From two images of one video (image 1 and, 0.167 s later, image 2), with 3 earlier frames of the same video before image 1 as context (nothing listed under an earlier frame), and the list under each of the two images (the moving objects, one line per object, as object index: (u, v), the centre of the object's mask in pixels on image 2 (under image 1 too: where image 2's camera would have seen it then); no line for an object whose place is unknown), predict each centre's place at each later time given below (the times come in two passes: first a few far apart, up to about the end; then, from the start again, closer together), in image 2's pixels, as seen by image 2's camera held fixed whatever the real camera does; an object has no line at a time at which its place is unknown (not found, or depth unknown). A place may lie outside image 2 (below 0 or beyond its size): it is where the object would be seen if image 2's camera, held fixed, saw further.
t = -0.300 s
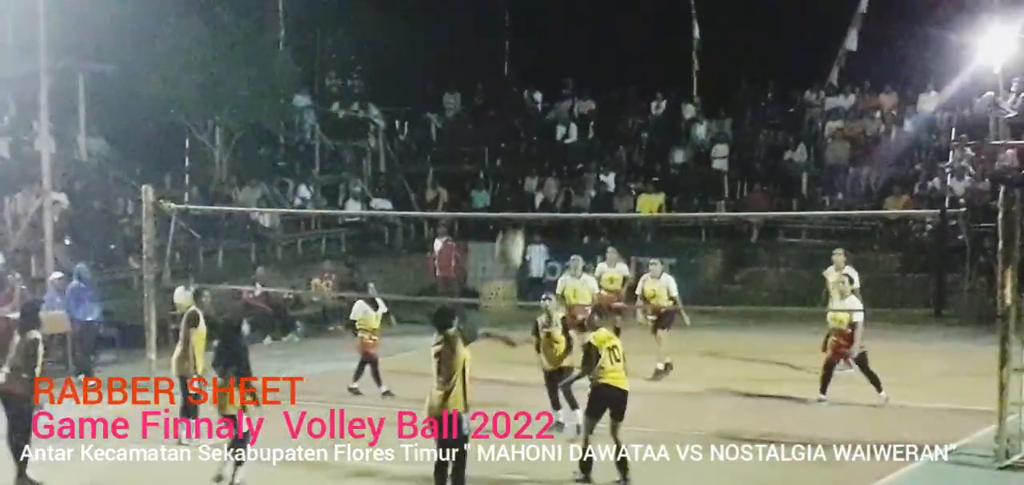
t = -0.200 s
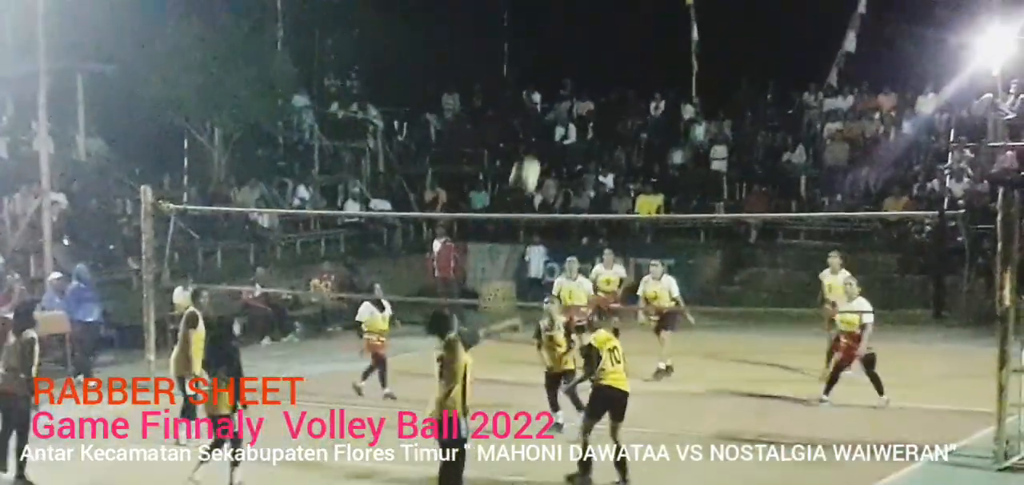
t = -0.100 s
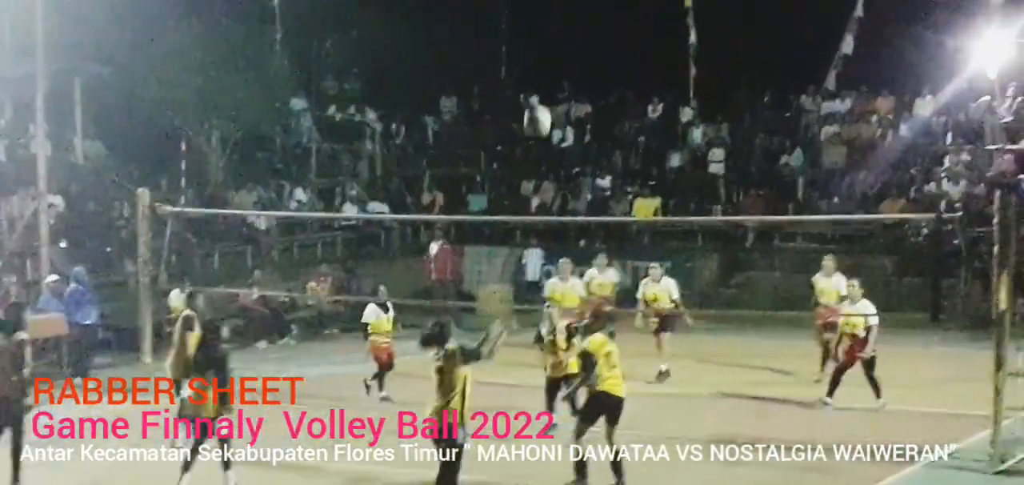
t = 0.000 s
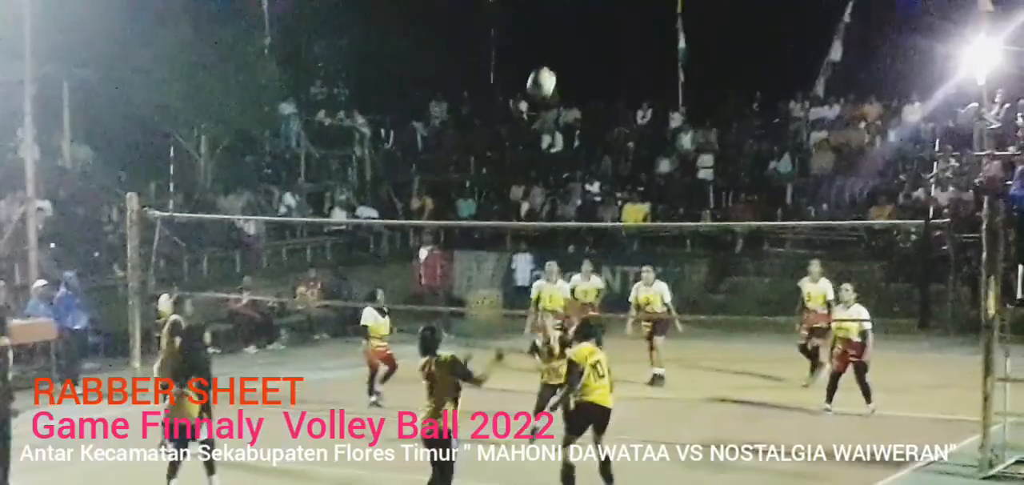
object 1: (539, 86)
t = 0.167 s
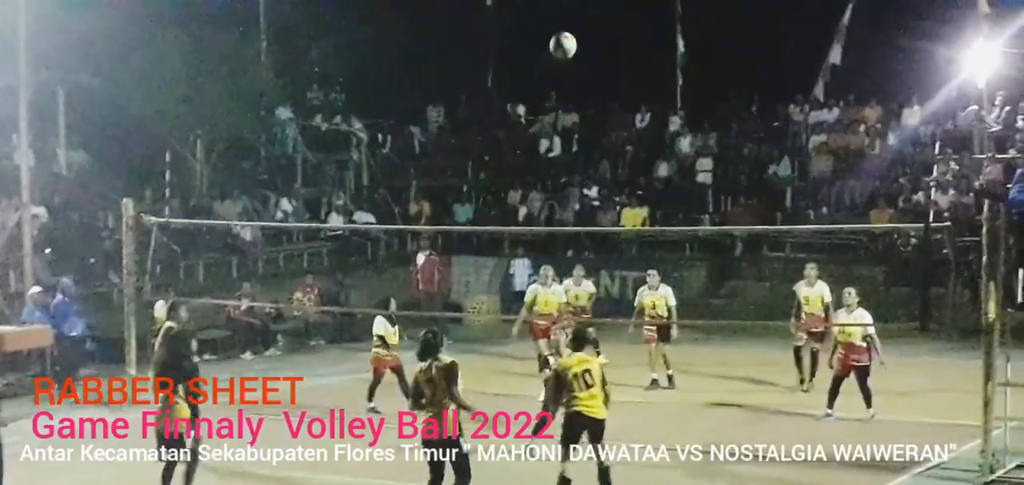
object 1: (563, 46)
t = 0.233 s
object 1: (572, 39)
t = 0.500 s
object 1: (608, 66)
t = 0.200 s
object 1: (567, 42)
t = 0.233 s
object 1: (572, 39)
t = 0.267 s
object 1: (577, 38)
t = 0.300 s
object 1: (581, 38)
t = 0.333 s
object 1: (586, 40)
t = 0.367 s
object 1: (590, 43)
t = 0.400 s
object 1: (595, 46)
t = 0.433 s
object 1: (599, 52)
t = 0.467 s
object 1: (604, 59)
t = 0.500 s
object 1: (608, 66)
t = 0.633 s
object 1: (623, 110)
